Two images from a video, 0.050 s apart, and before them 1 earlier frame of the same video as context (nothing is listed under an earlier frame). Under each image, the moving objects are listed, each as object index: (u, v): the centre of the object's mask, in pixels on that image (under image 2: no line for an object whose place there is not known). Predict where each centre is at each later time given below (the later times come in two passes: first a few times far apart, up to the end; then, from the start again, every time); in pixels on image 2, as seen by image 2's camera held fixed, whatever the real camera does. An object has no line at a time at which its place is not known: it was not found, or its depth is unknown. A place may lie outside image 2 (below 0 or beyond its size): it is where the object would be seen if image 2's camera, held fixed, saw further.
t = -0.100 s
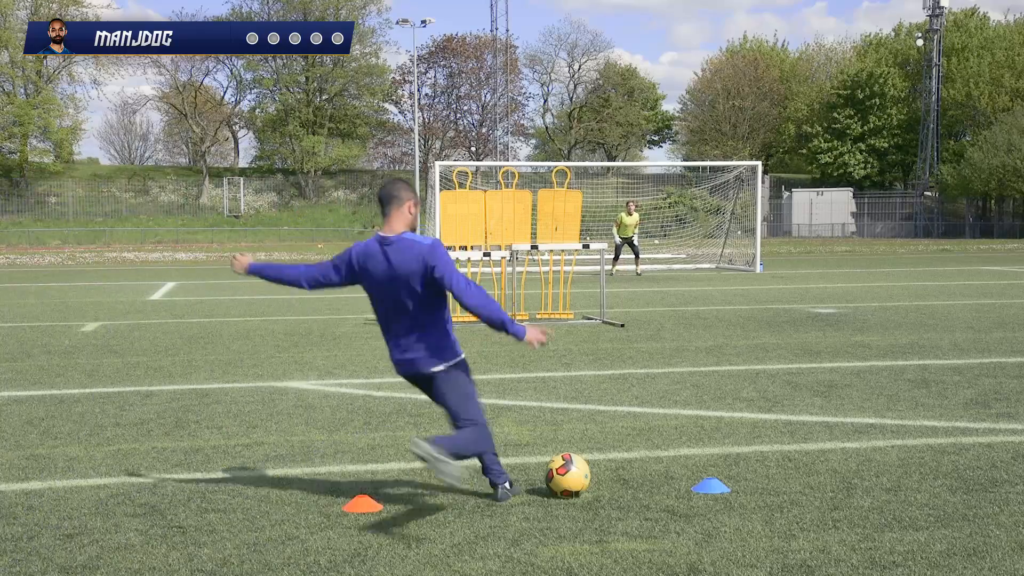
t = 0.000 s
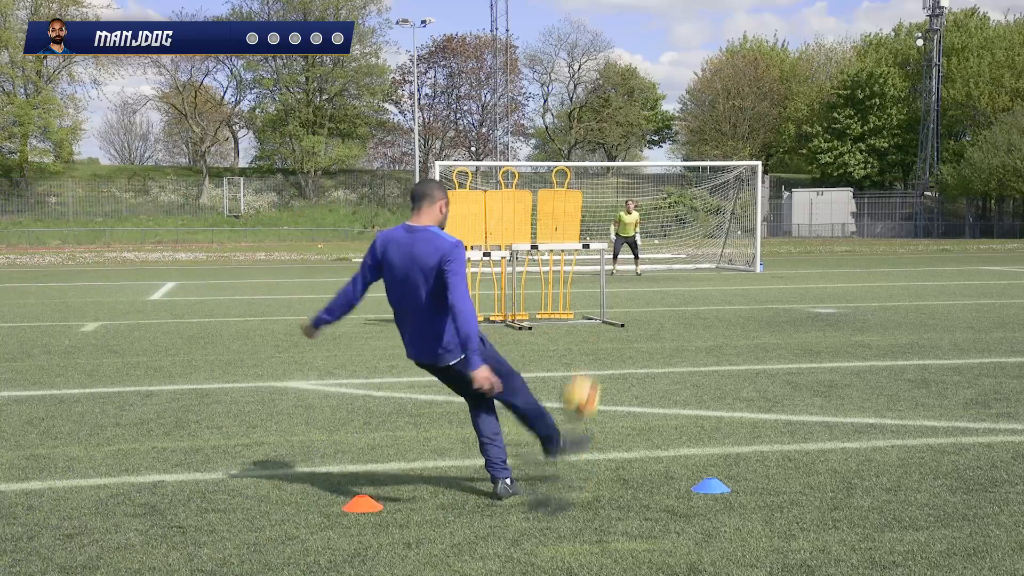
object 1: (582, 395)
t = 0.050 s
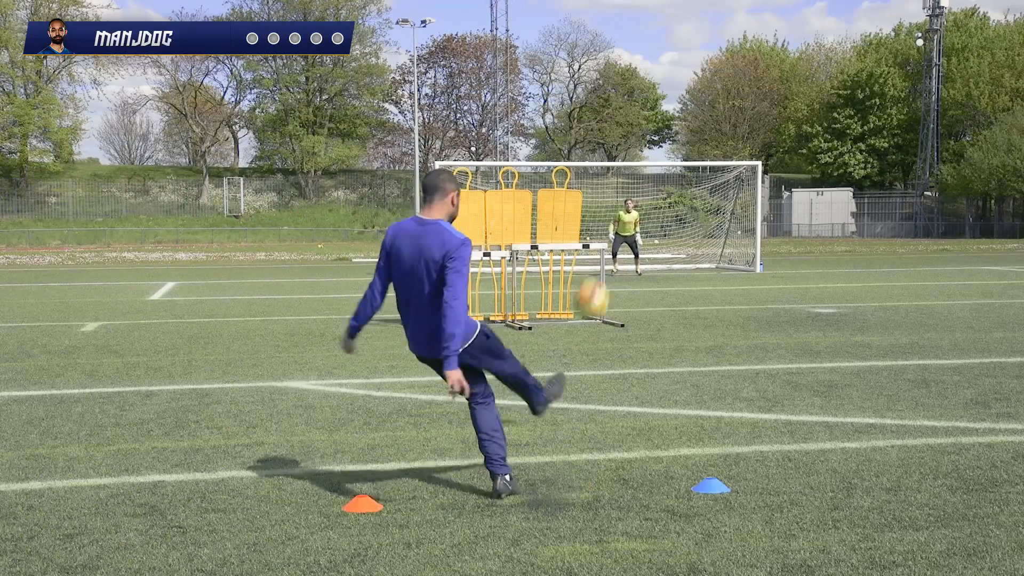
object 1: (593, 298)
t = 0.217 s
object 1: (608, 116)
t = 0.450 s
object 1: (601, 20)
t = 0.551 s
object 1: (594, 7)
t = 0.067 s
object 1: (595, 275)
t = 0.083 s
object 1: (598, 248)
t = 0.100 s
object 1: (600, 226)
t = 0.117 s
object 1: (601, 207)
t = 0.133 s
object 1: (603, 187)
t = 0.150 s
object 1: (604, 172)
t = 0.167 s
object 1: (605, 156)
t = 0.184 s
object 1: (608, 141)
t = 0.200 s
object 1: (608, 128)
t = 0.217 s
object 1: (608, 116)
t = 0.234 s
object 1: (608, 106)
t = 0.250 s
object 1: (607, 95)
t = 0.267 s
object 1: (607, 84)
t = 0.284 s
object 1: (608, 75)
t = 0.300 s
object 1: (607, 68)
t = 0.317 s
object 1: (607, 60)
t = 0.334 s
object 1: (606, 53)
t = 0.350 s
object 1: (606, 48)
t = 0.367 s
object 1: (605, 42)
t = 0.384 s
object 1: (605, 37)
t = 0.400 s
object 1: (604, 32)
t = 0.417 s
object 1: (603, 28)
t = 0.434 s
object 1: (602, 24)
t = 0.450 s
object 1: (601, 20)
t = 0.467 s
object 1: (600, 17)
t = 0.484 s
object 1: (598, 14)
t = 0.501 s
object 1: (597, 11)
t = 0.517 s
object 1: (596, 9)
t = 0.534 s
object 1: (595, 8)
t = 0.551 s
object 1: (594, 7)
